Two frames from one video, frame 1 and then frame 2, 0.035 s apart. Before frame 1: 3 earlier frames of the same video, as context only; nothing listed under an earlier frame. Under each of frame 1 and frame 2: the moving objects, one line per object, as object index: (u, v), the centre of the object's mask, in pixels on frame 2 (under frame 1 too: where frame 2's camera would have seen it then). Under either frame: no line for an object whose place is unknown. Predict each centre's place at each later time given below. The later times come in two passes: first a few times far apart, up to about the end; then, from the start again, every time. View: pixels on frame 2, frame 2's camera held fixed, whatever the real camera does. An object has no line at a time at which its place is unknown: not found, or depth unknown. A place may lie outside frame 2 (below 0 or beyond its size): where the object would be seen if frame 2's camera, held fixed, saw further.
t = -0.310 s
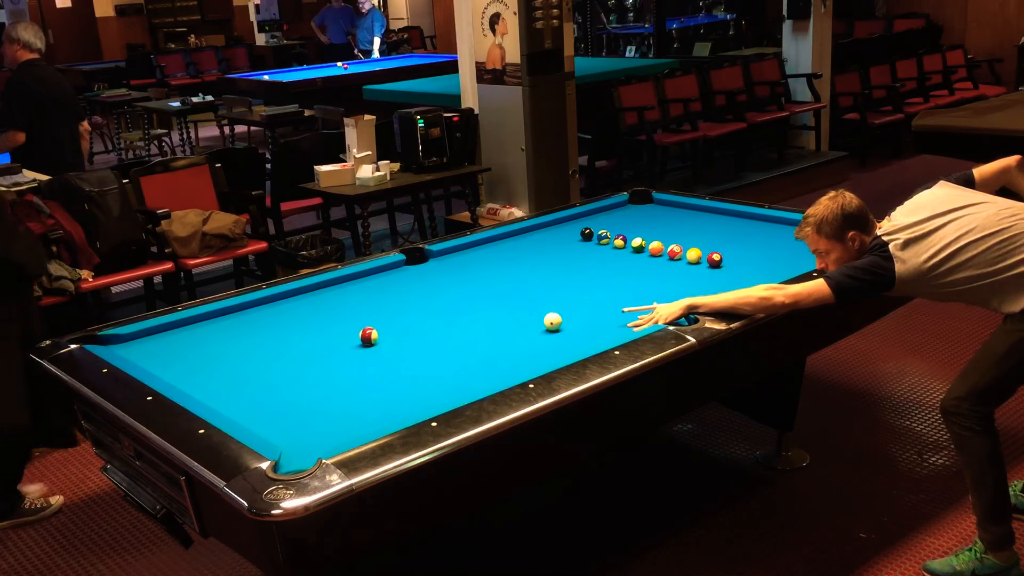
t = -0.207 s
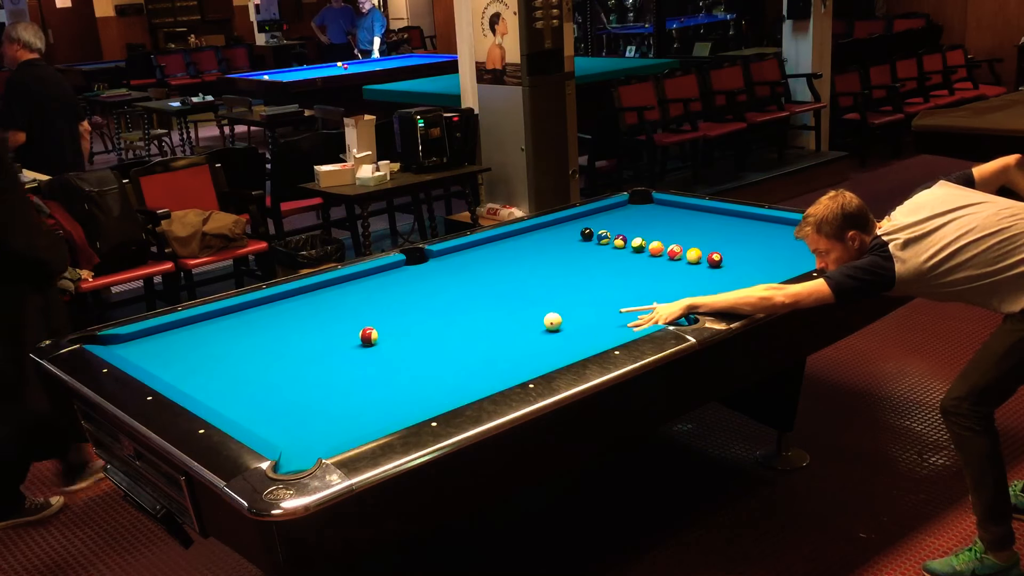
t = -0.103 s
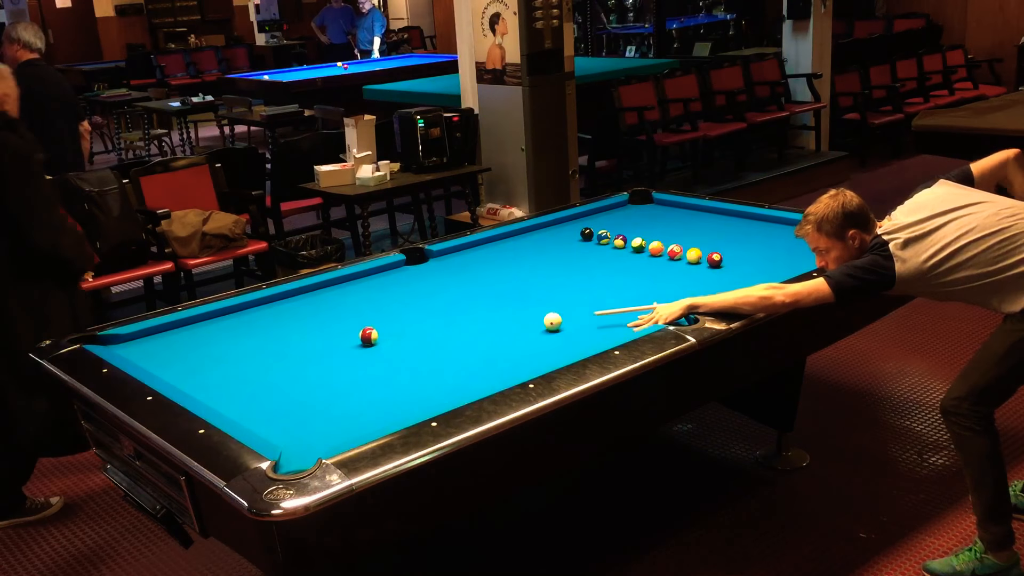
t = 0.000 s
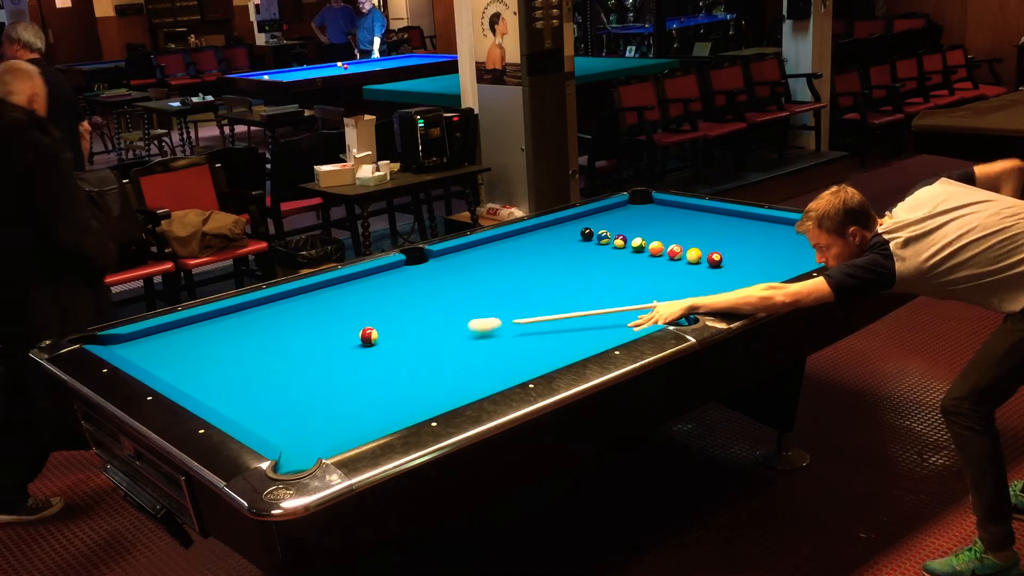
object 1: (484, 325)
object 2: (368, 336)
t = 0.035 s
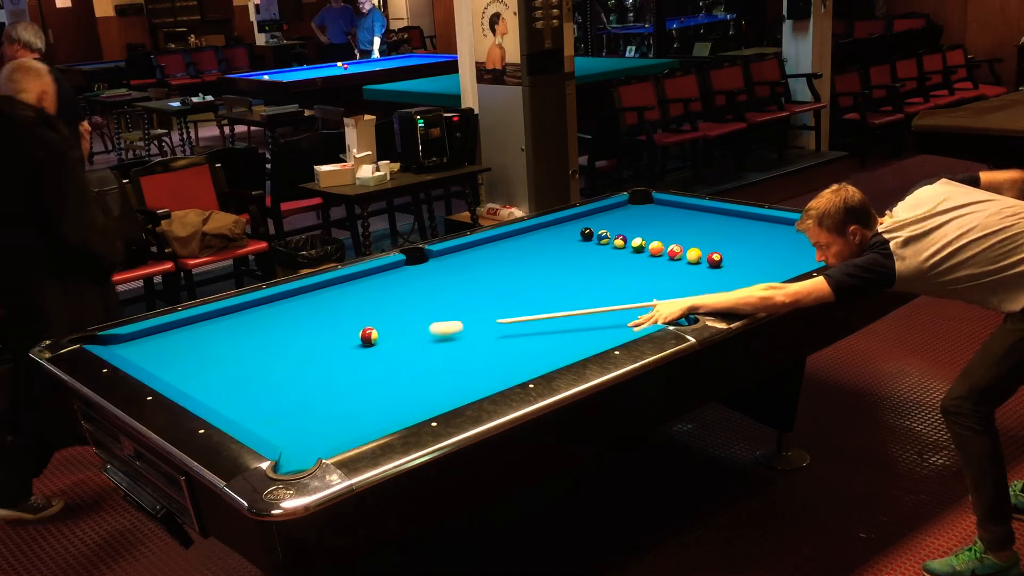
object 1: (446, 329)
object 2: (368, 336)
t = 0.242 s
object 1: (373, 343)
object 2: (225, 341)
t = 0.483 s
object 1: (314, 359)
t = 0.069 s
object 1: (407, 332)
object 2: (369, 336)
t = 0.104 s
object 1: (385, 336)
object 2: (355, 335)
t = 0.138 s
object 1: (384, 337)
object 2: (321, 336)
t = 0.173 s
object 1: (381, 339)
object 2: (287, 337)
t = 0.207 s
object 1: (377, 342)
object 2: (256, 339)
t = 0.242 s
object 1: (373, 343)
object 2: (225, 341)
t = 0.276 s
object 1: (367, 346)
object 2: (193, 342)
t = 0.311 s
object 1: (361, 348)
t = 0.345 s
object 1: (353, 350)
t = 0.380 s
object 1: (345, 352)
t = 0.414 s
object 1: (336, 354)
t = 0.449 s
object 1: (326, 357)
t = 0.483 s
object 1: (314, 359)
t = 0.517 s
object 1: (304, 361)
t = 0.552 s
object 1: (292, 364)
